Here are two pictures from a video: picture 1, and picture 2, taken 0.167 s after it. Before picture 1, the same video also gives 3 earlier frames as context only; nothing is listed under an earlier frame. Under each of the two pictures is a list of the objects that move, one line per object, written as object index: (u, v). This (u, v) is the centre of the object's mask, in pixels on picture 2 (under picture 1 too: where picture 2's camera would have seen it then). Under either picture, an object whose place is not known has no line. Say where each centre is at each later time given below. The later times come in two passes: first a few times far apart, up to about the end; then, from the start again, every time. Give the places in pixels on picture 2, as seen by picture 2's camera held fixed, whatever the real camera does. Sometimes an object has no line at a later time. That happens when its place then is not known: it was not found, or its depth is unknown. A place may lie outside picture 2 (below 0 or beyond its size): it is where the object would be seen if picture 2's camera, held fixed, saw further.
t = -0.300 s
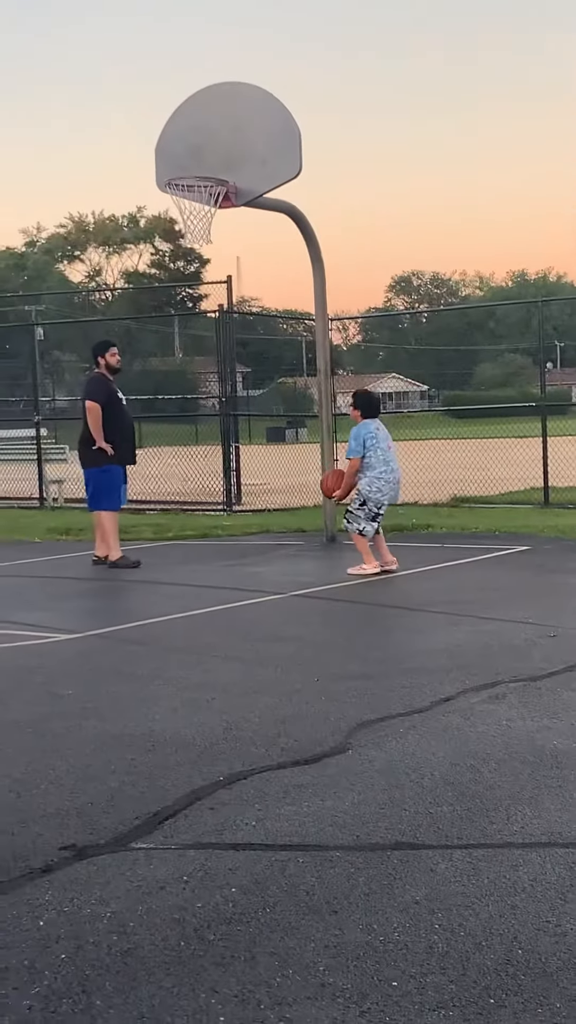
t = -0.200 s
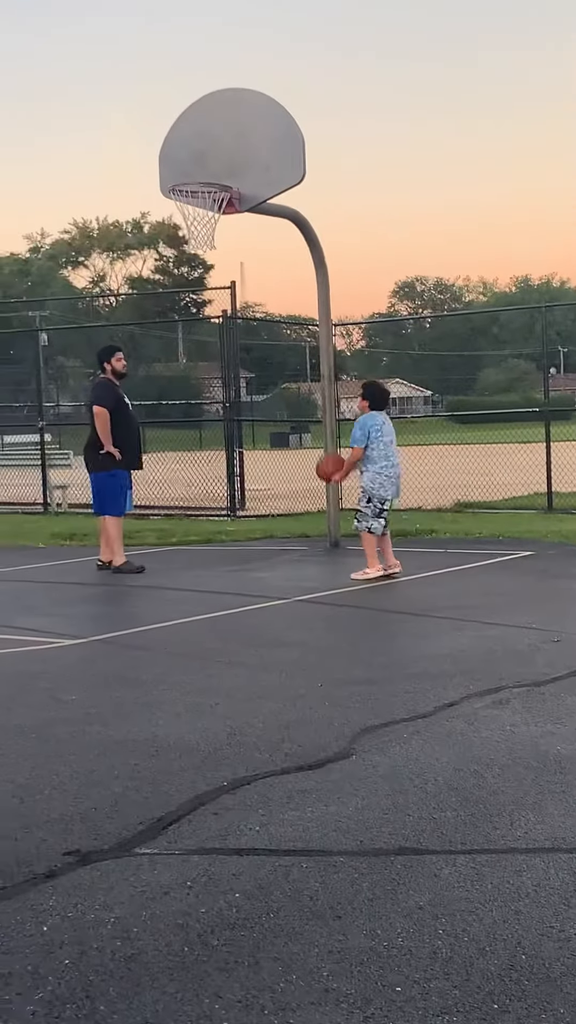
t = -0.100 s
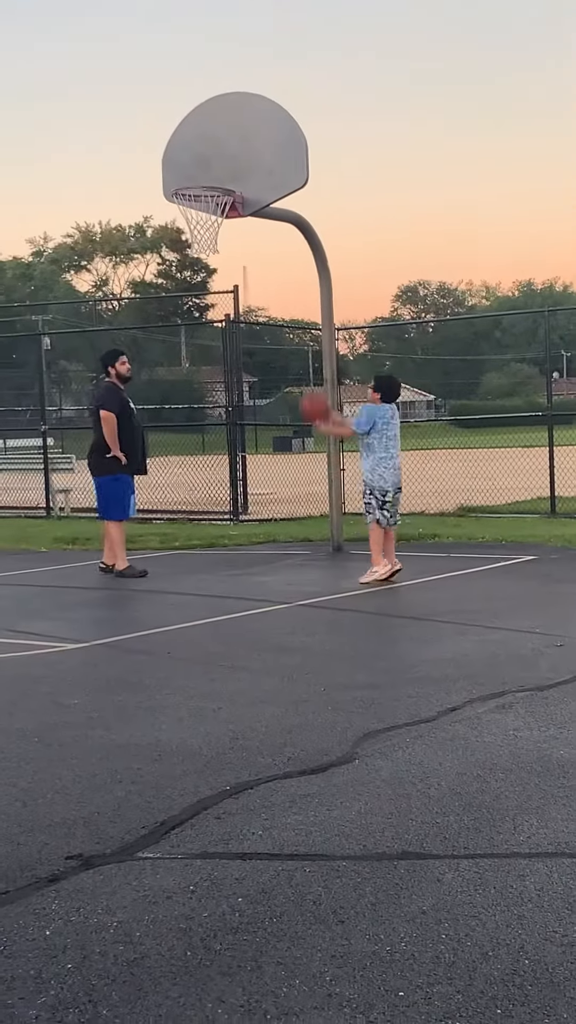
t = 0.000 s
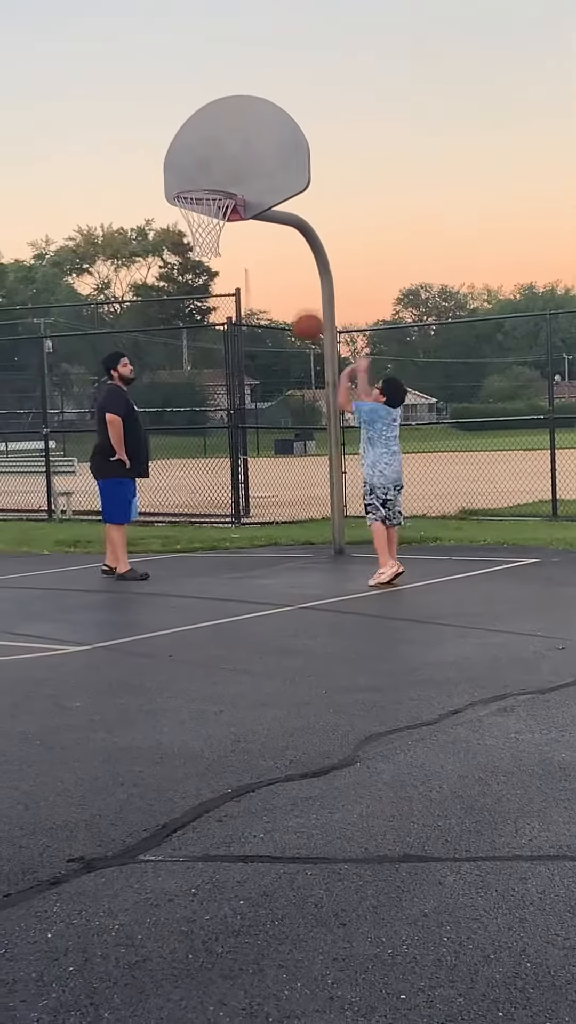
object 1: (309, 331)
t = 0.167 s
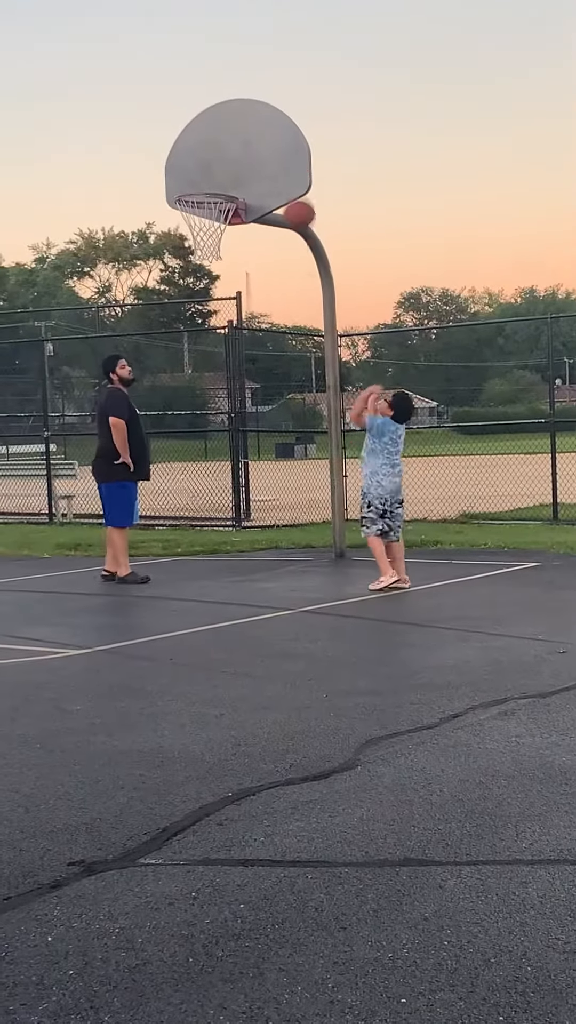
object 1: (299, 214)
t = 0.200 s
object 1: (297, 194)
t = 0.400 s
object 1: (288, 113)
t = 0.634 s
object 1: (281, 87)
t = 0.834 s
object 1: (278, 124)
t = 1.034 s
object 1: (277, 217)
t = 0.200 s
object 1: (297, 194)
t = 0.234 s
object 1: (295, 178)
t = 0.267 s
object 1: (294, 162)
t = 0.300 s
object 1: (292, 148)
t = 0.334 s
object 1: (291, 135)
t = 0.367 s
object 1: (289, 123)
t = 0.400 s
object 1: (288, 113)
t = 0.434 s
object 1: (287, 105)
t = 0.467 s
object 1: (286, 98)
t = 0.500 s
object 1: (285, 93)
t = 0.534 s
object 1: (284, 89)
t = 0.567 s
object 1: (283, 87)
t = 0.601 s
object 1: (282, 86)
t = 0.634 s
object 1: (281, 87)
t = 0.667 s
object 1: (281, 89)
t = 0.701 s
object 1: (280, 93)
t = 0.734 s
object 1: (279, 99)
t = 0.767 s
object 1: (279, 106)
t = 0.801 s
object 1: (278, 114)
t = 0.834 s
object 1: (278, 124)
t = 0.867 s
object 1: (278, 136)
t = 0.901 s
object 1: (277, 149)
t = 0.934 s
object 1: (277, 164)
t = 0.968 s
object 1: (277, 180)
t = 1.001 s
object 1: (277, 197)
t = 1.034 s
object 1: (277, 217)
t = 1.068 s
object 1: (277, 239)
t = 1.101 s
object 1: (278, 261)
